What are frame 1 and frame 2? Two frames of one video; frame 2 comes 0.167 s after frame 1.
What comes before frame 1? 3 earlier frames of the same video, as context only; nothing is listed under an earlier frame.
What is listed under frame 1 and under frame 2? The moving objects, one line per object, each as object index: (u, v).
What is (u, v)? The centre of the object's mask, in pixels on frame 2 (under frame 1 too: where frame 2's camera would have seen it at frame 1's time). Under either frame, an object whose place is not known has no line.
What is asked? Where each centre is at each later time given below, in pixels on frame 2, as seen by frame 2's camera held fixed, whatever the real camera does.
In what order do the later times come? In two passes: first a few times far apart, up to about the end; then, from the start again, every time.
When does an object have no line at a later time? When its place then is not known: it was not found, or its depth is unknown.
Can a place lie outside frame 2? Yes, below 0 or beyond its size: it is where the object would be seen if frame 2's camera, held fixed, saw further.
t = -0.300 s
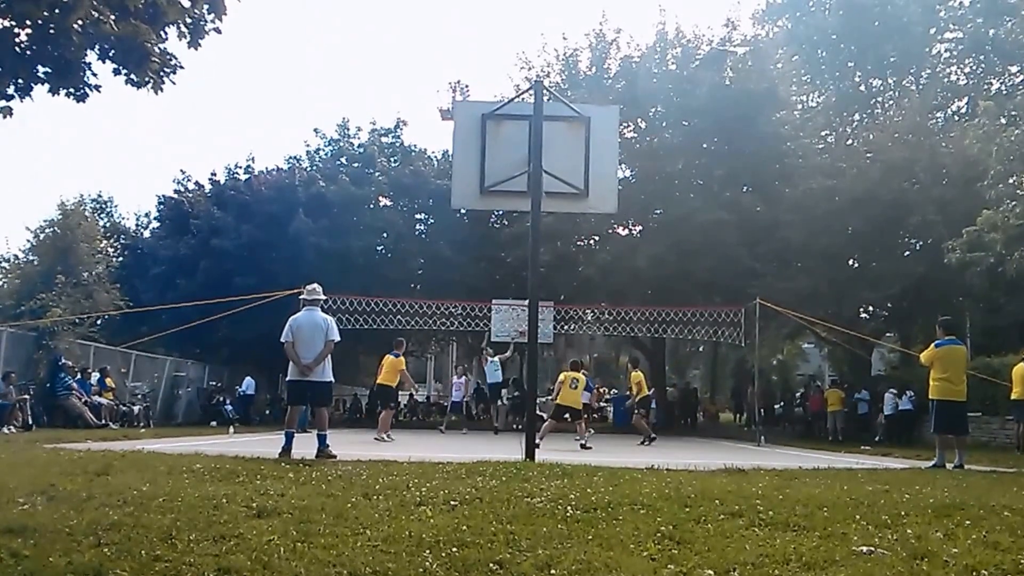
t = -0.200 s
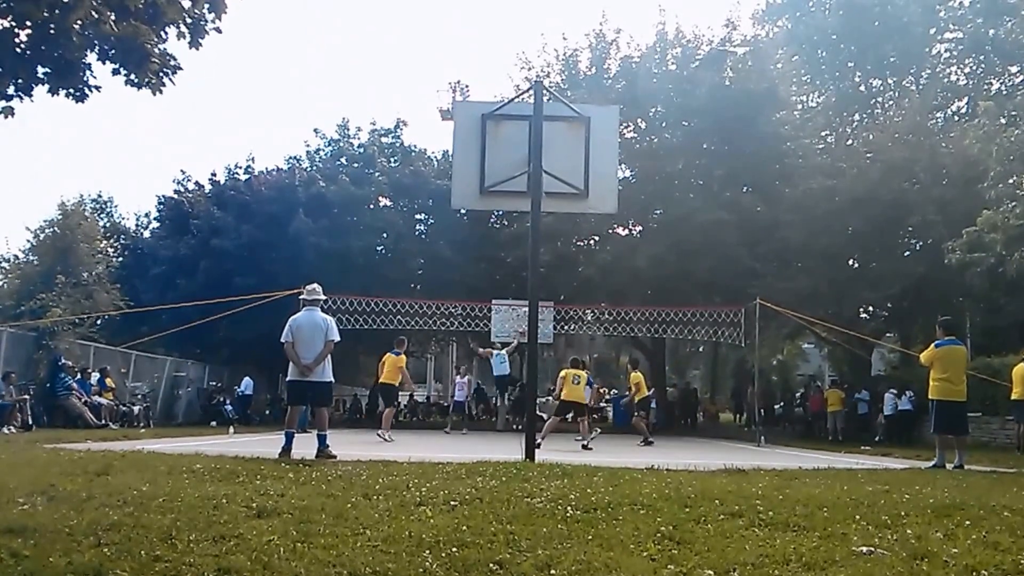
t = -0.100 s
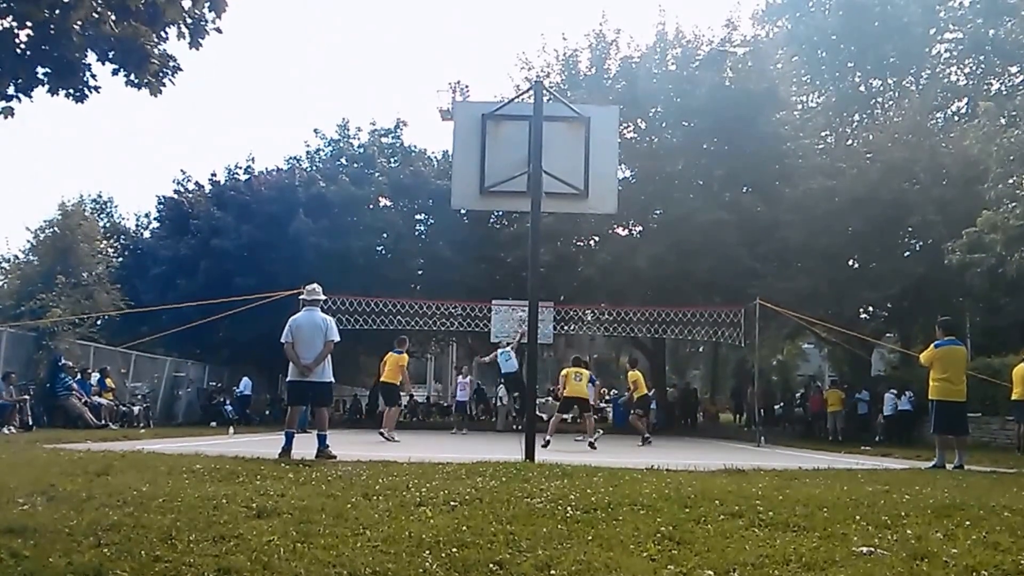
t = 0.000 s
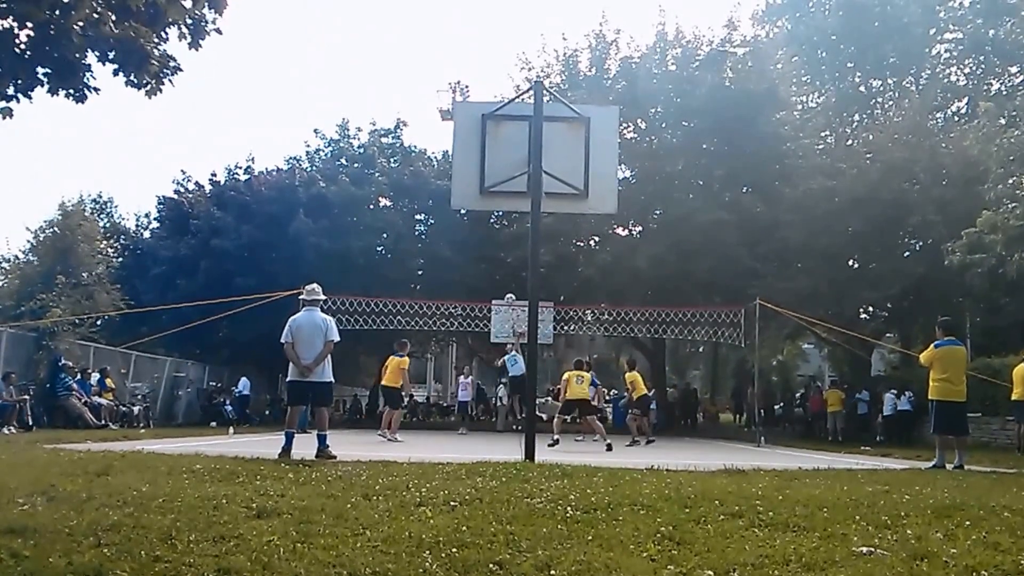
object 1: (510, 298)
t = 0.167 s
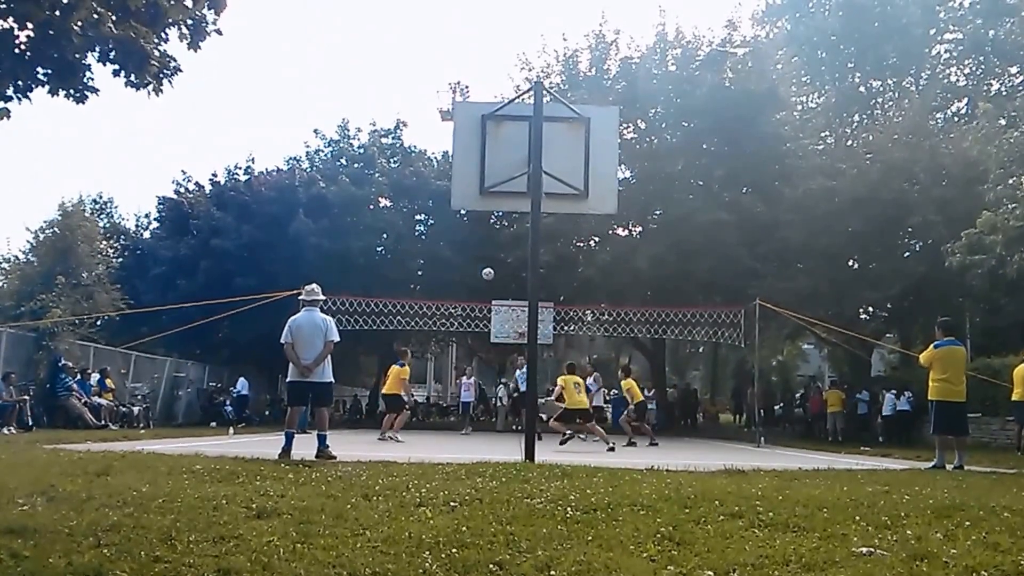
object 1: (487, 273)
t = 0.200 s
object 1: (483, 269)
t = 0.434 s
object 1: (447, 255)
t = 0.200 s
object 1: (483, 269)
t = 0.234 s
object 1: (478, 266)
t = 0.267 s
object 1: (473, 263)
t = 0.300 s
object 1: (468, 260)
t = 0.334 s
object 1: (463, 258)
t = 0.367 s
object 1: (458, 257)
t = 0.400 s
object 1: (453, 255)
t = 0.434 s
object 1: (447, 255)
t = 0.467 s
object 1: (442, 255)
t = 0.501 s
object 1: (436, 256)
